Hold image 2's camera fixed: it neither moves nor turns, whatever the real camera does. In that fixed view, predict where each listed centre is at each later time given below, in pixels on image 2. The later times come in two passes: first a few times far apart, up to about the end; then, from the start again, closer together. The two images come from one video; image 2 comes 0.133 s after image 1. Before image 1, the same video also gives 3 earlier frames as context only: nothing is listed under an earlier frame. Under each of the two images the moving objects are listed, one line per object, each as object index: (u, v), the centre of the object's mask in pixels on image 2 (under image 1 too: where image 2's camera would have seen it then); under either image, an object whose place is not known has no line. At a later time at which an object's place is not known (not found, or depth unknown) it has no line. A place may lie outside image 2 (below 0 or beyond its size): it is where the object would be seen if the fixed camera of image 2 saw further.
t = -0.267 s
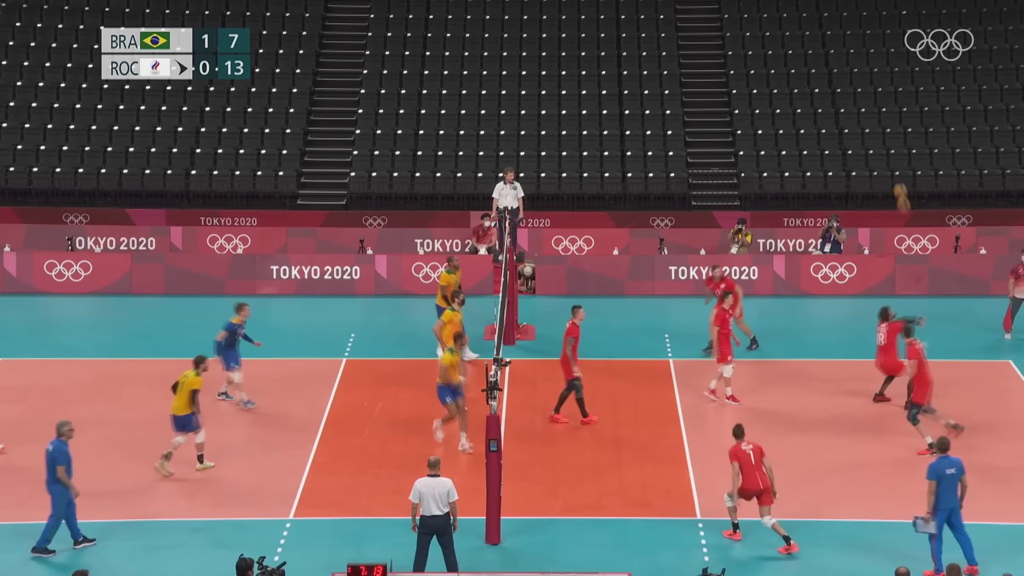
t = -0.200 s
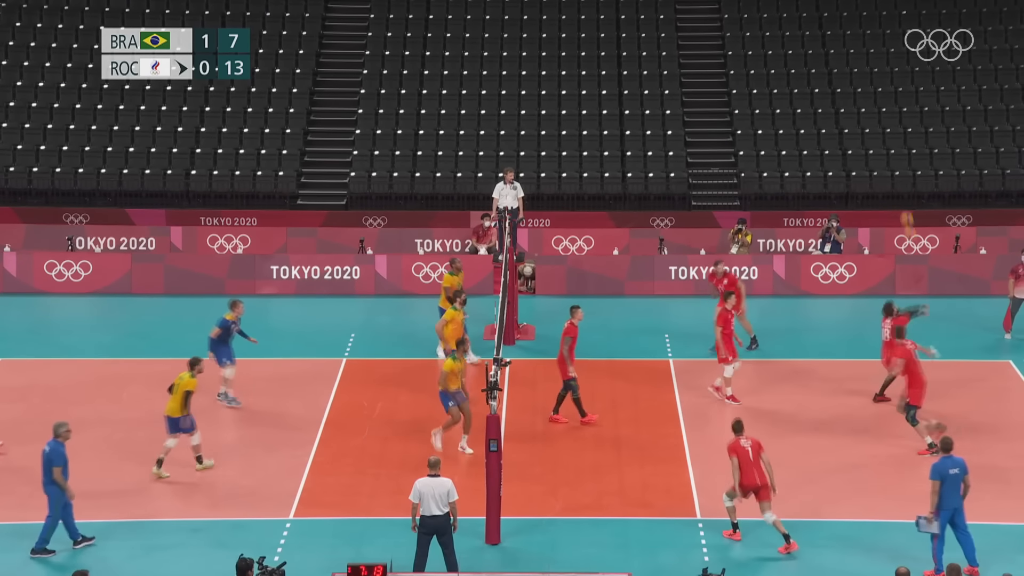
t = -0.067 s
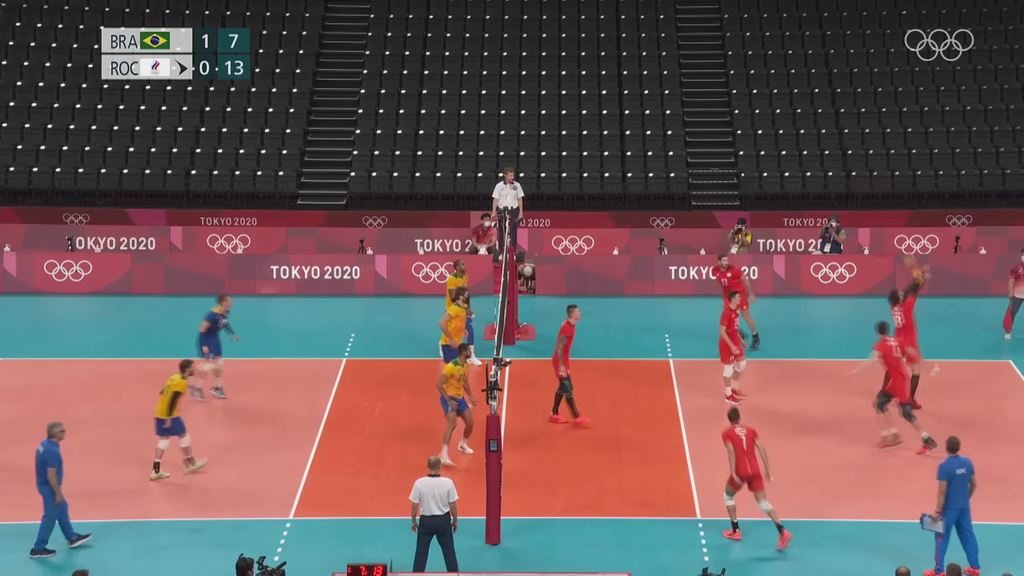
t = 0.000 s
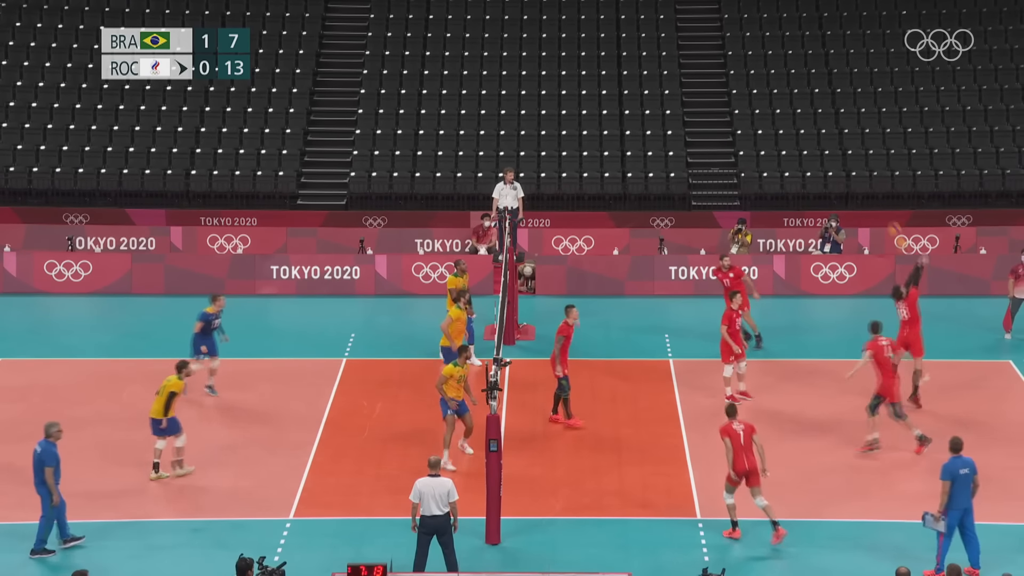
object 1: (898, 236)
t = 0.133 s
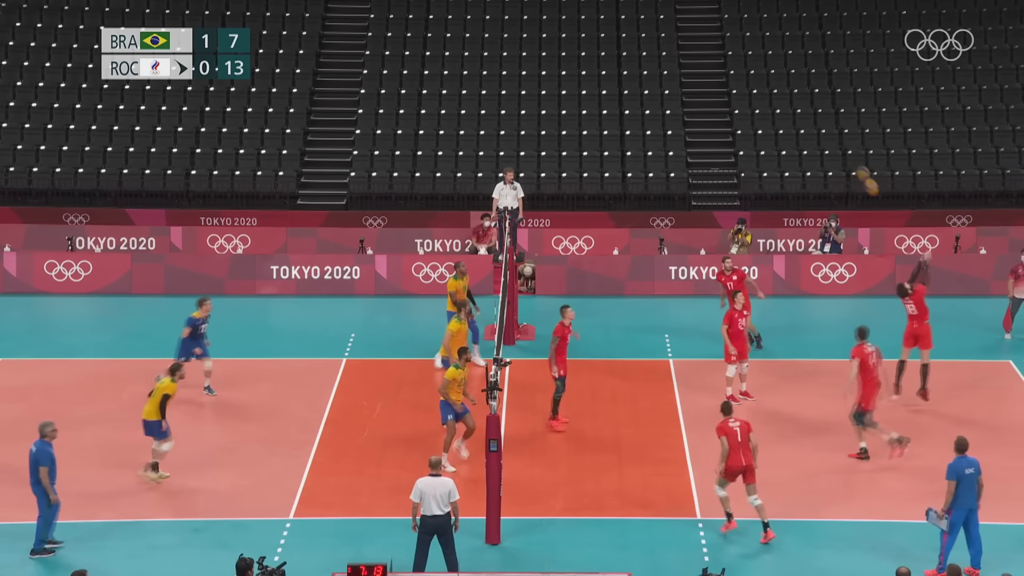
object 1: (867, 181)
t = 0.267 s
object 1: (836, 135)
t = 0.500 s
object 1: (779, 80)
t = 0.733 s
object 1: (721, 59)
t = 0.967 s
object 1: (660, 73)
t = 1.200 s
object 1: (600, 124)
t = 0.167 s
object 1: (859, 168)
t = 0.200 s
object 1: (852, 157)
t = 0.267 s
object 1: (836, 135)
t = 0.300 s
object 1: (828, 125)
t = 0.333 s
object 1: (820, 116)
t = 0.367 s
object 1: (812, 107)
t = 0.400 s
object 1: (804, 100)
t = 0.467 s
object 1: (788, 85)
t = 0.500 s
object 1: (779, 80)
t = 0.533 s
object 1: (771, 75)
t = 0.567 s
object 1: (763, 70)
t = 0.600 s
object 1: (754, 67)
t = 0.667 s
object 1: (738, 61)
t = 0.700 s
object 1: (729, 59)
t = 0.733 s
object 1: (721, 59)
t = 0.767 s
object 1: (712, 58)
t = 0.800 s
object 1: (704, 59)
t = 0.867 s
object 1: (687, 62)
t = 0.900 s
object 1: (677, 65)
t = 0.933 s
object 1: (669, 69)
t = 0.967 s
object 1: (660, 73)
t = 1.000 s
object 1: (652, 78)
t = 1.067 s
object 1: (635, 90)
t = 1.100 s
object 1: (626, 98)
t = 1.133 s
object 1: (617, 106)
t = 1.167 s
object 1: (609, 116)
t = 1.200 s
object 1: (600, 124)
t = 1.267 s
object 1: (584, 145)
